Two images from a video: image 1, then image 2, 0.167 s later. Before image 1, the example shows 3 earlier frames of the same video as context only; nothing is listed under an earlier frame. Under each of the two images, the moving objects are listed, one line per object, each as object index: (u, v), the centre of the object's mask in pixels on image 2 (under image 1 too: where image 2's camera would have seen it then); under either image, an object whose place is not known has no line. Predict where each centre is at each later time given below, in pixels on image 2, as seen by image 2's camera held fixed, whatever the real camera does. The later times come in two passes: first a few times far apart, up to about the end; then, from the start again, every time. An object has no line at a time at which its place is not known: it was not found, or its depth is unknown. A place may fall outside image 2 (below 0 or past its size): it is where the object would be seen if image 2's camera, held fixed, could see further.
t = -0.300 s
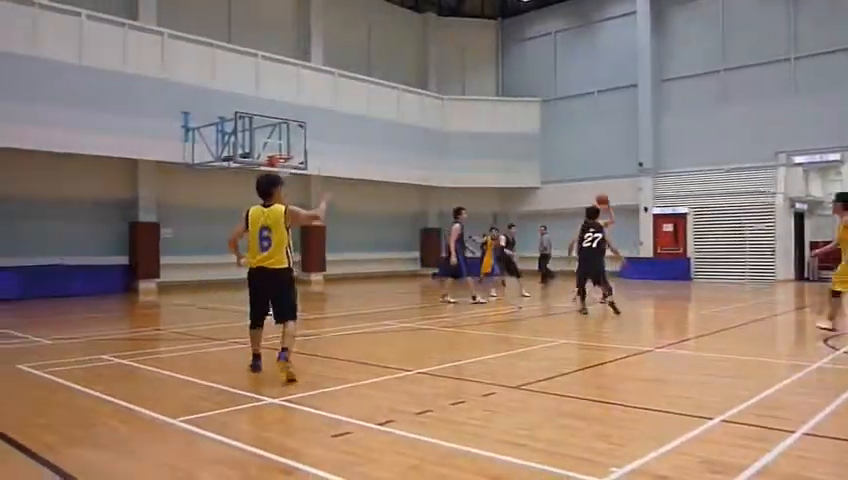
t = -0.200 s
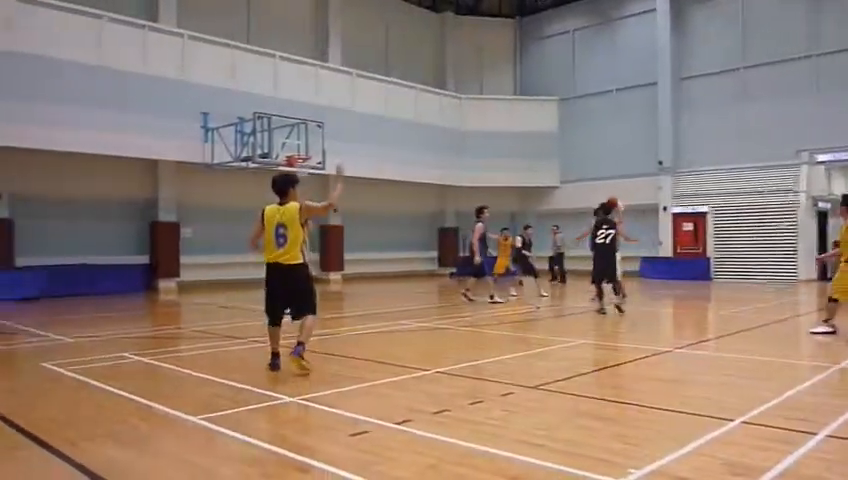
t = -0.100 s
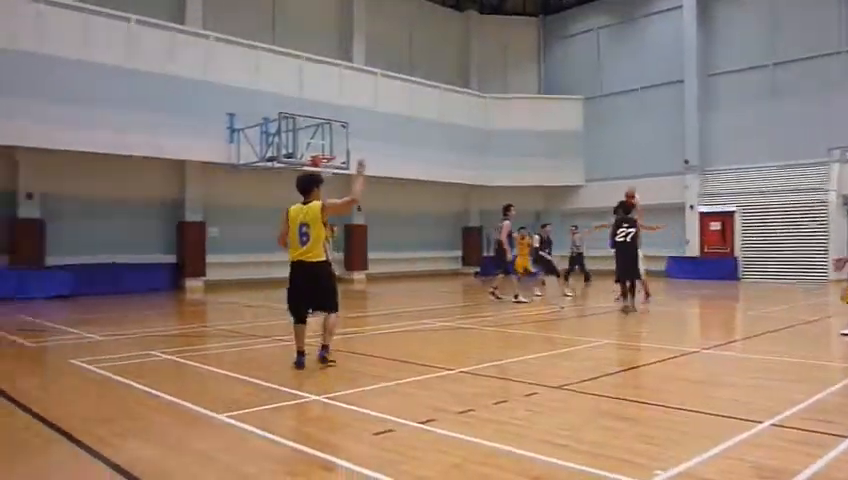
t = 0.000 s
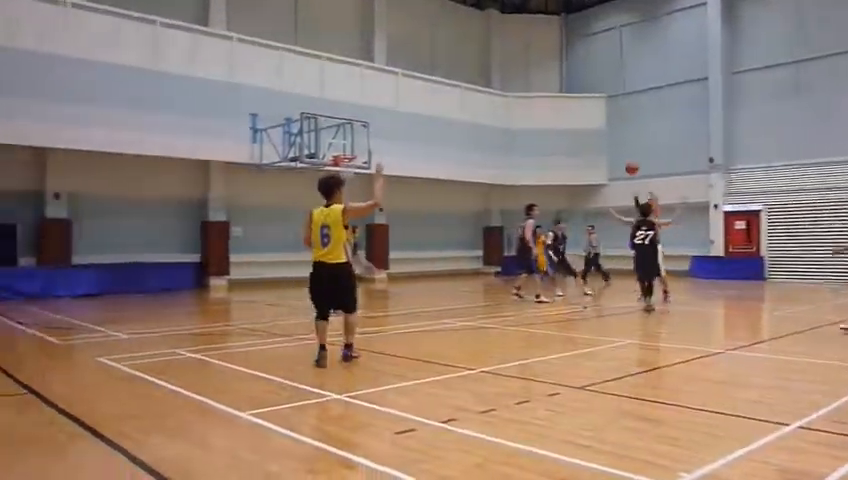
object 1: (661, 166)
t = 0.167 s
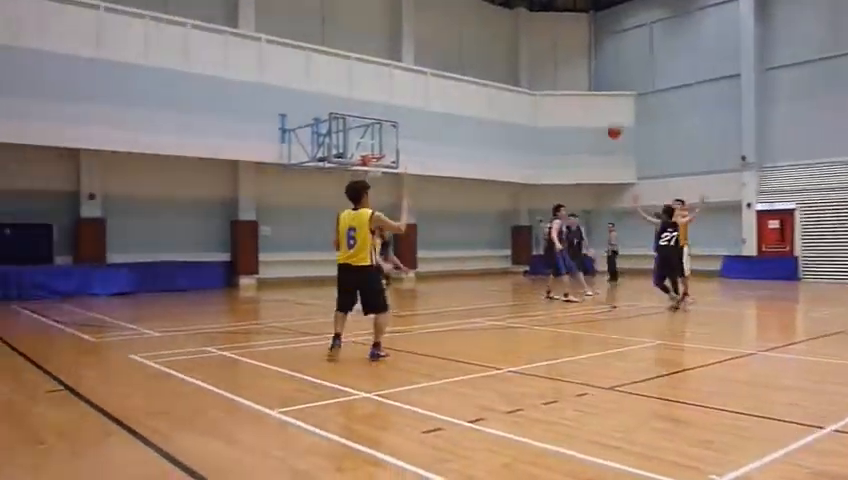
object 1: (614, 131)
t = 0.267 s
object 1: (580, 115)
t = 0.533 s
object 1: (472, 99)
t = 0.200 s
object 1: (603, 126)
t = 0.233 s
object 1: (591, 119)
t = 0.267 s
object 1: (580, 115)
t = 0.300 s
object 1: (568, 111)
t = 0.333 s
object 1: (556, 107)
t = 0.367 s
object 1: (543, 104)
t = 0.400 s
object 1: (530, 102)
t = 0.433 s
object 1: (517, 99)
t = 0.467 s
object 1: (502, 99)
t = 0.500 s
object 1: (487, 99)
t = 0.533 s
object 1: (472, 99)
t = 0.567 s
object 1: (456, 101)
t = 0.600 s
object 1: (440, 104)
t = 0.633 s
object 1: (422, 107)
